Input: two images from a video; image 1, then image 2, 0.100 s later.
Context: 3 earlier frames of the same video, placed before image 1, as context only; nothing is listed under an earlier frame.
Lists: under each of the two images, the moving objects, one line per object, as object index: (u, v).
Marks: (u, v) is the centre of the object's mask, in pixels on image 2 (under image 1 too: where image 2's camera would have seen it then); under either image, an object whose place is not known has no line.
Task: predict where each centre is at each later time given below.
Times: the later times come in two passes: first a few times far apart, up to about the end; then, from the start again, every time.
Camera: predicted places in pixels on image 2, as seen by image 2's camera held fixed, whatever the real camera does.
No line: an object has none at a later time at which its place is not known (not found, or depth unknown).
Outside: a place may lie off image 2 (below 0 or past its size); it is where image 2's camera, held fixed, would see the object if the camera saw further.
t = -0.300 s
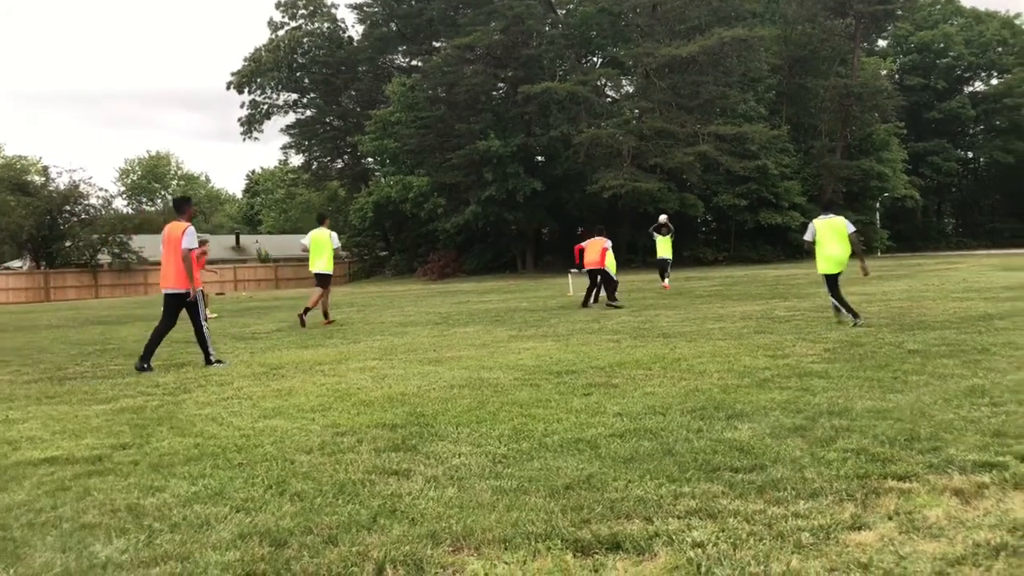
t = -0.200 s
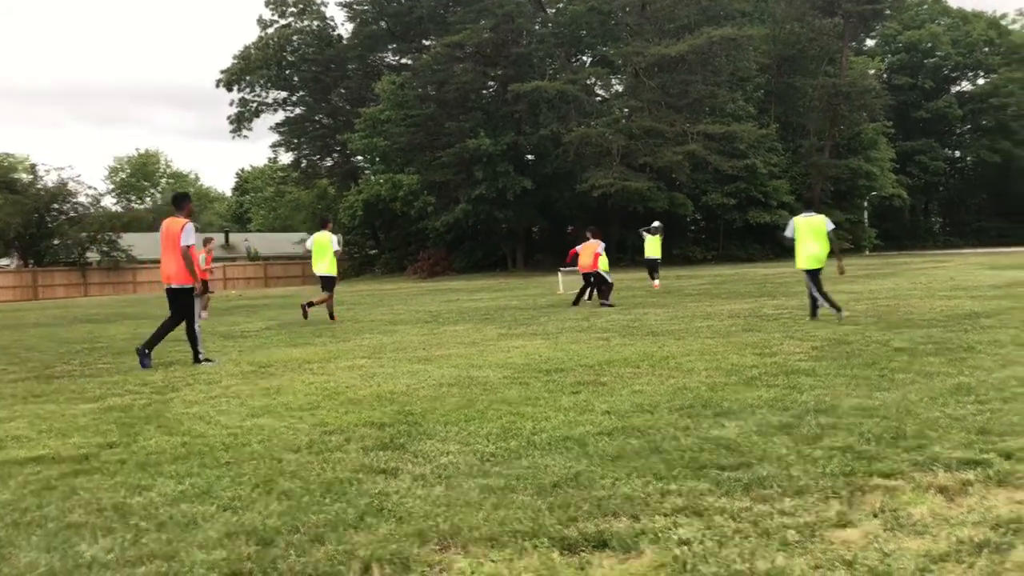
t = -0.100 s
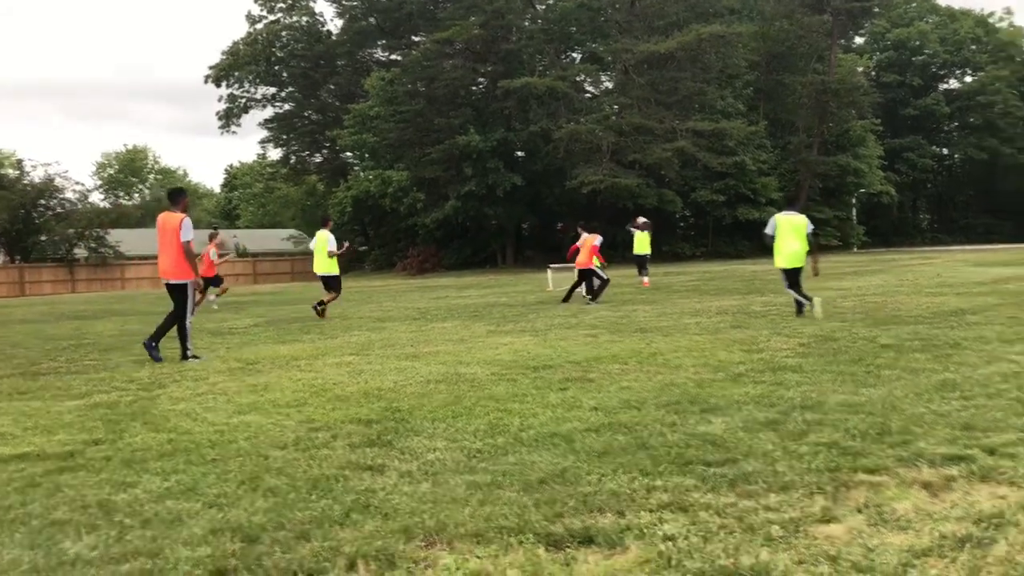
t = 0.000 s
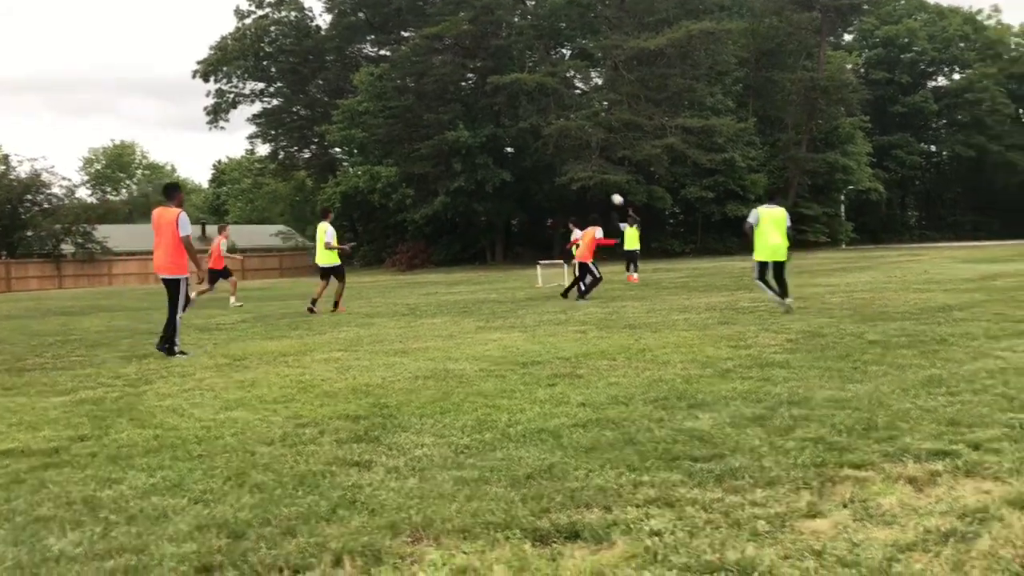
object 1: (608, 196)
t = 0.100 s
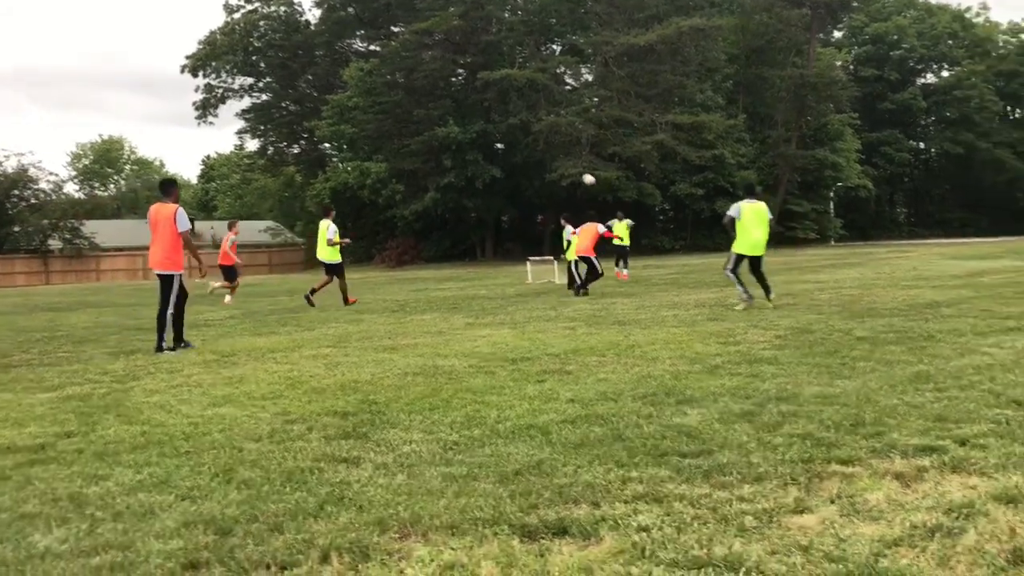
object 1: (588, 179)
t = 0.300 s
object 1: (548, 157)
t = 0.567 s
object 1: (491, 157)
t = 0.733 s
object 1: (451, 178)
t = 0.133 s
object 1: (582, 175)
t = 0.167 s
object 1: (575, 170)
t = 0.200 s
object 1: (568, 166)
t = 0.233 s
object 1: (561, 163)
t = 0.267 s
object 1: (555, 160)
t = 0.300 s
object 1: (548, 157)
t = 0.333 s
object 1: (541, 155)
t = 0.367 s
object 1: (534, 154)
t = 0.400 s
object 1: (528, 152)
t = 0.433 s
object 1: (521, 152)
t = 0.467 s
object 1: (513, 152)
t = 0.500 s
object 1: (505, 151)
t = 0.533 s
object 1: (499, 152)
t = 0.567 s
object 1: (491, 157)
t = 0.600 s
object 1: (483, 160)
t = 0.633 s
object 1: (476, 163)
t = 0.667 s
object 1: (468, 167)
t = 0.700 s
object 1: (460, 172)
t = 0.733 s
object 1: (451, 178)
